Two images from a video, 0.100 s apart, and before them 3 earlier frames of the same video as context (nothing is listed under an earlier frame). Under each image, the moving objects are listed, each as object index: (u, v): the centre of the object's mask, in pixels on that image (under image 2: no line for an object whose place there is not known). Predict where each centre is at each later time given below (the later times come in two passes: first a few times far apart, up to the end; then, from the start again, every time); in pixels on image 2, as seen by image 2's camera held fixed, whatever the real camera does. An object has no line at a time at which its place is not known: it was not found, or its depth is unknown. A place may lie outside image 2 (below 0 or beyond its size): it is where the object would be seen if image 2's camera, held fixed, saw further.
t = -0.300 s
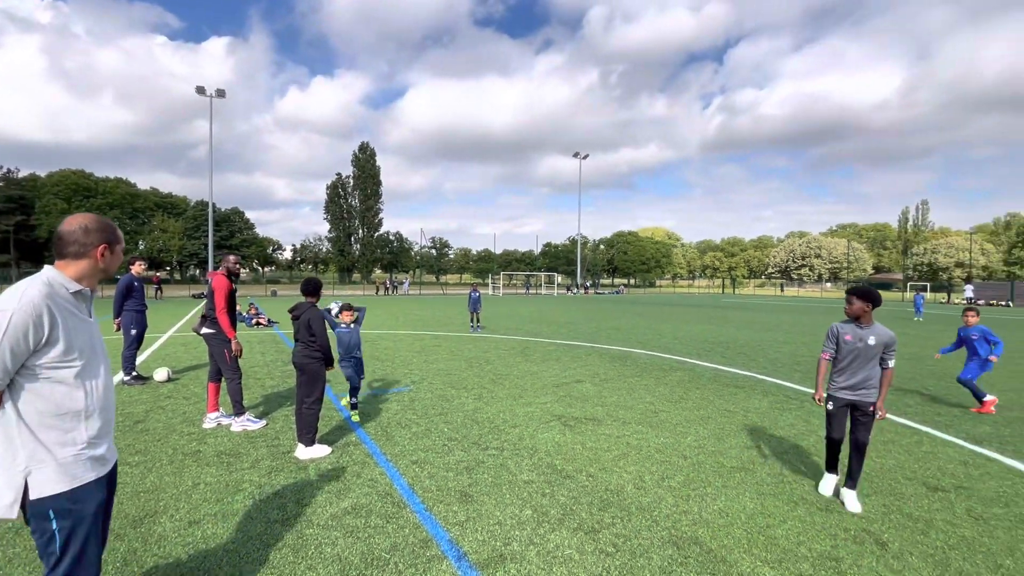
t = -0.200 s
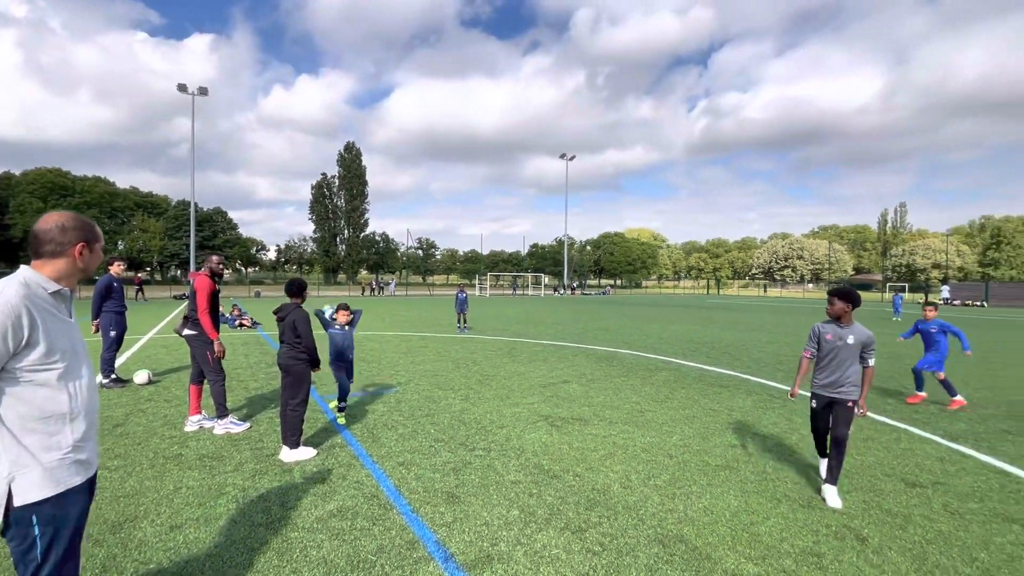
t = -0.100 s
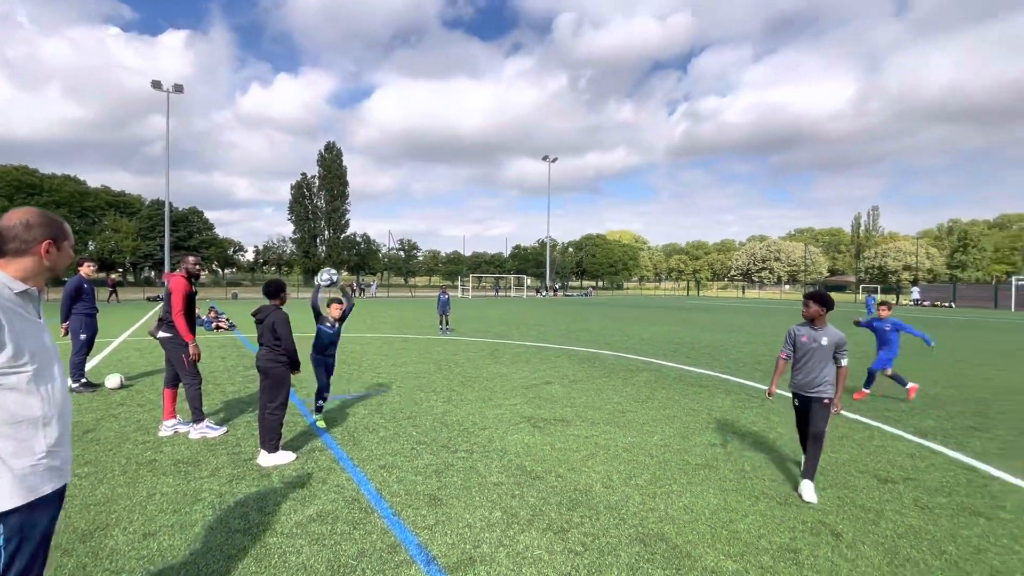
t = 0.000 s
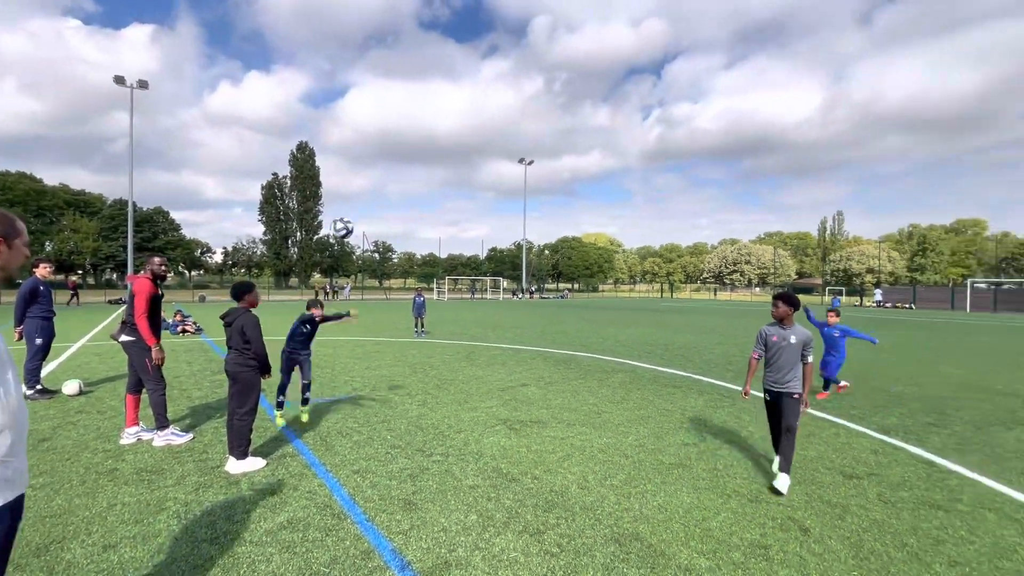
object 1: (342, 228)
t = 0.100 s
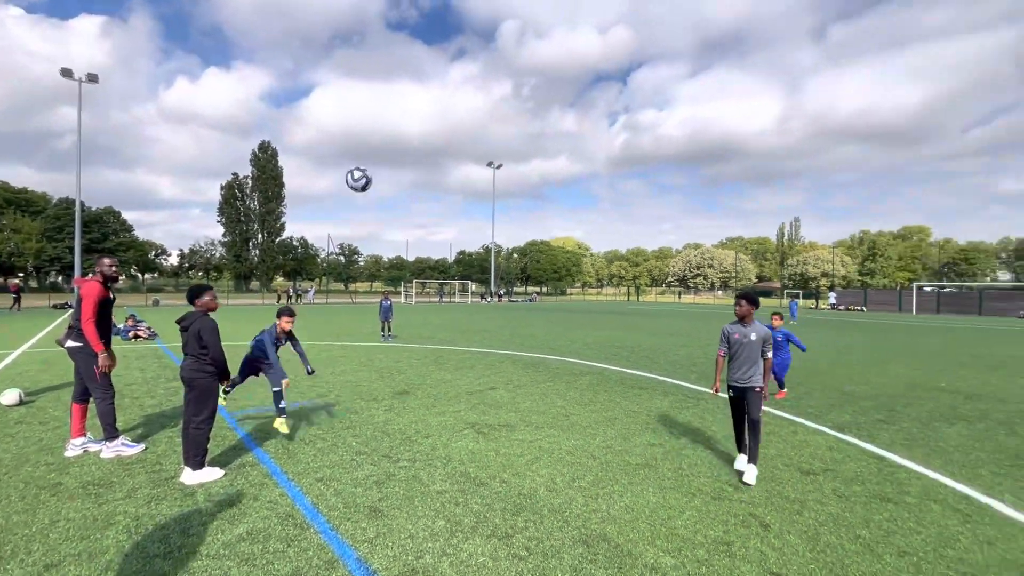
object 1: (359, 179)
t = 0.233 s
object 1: (449, 114)
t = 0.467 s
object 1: (696, 16)
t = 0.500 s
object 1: (745, 4)
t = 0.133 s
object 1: (379, 163)
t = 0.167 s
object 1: (400, 147)
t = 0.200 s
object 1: (424, 130)
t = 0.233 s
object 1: (449, 114)
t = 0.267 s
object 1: (476, 98)
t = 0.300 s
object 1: (505, 83)
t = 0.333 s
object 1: (537, 69)
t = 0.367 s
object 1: (572, 54)
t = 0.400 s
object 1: (610, 40)
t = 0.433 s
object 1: (651, 28)
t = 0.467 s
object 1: (696, 16)
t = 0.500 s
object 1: (745, 4)
